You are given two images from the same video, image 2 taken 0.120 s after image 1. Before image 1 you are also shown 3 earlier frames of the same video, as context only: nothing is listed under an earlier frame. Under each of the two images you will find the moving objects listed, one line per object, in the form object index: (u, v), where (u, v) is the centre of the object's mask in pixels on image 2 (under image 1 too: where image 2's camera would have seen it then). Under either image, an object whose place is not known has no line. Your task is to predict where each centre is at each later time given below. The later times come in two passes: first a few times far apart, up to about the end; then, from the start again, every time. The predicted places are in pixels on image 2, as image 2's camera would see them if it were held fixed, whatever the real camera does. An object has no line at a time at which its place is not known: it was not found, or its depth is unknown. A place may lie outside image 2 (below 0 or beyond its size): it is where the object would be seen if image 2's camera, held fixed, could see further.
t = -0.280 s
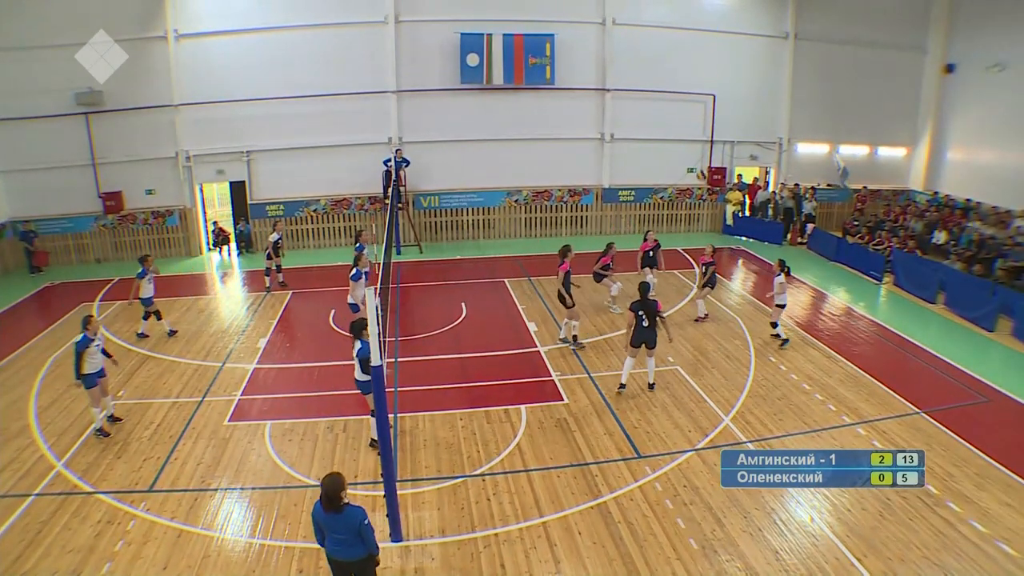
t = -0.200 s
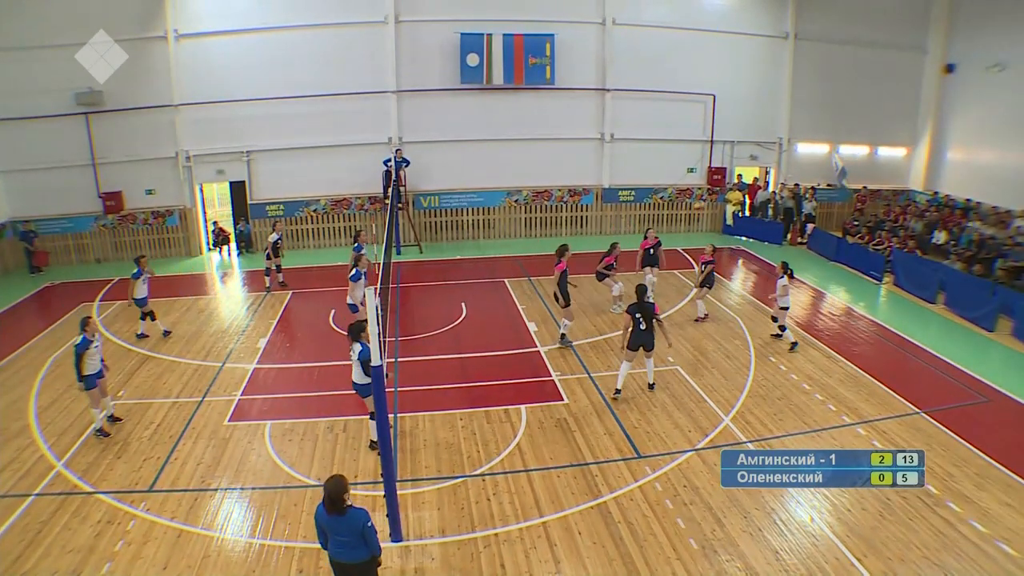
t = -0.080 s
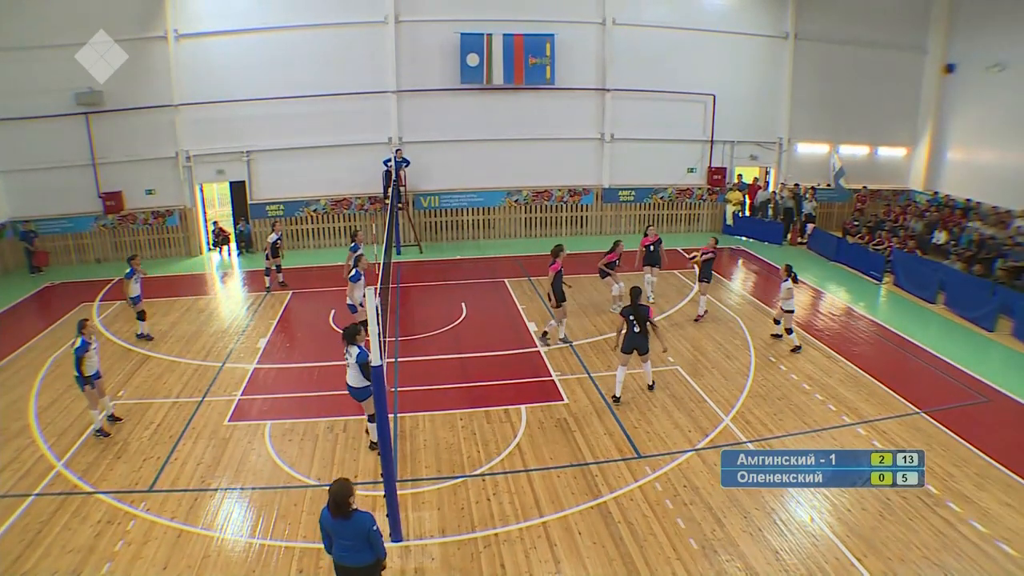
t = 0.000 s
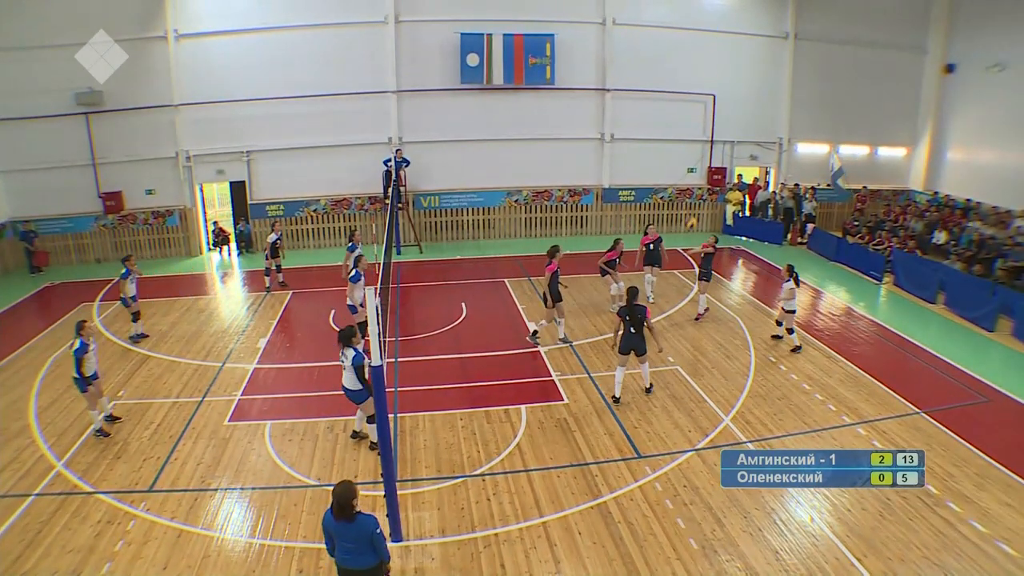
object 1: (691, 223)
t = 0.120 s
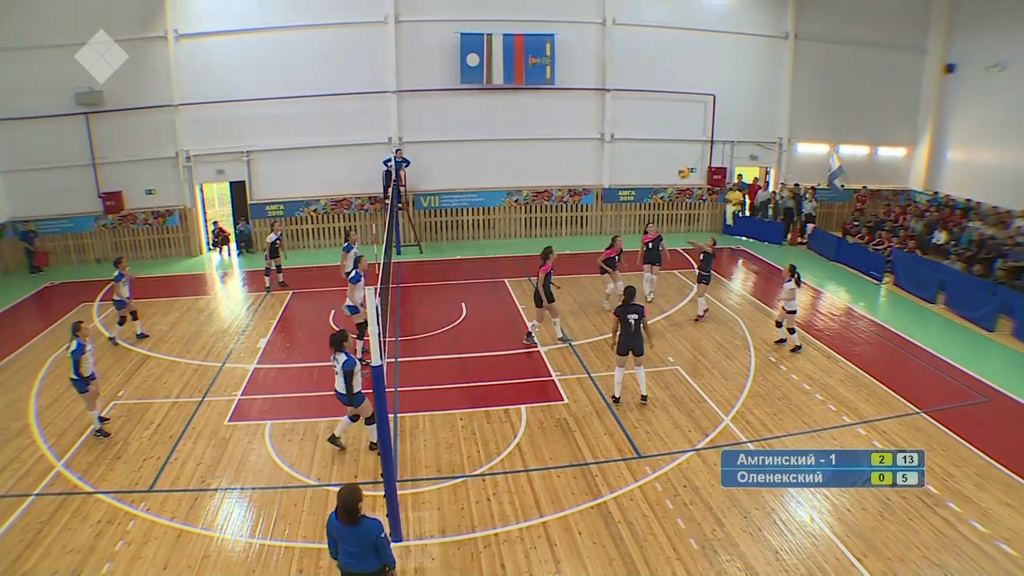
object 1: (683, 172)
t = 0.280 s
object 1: (673, 115)
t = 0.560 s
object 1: (650, 42)
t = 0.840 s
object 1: (624, 14)
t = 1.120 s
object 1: (595, 39)
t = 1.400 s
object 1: (569, 126)
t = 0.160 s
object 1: (681, 157)
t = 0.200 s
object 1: (678, 142)
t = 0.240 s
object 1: (676, 127)
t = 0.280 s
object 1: (673, 115)
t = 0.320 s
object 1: (670, 101)
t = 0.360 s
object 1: (667, 89)
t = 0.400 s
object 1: (664, 78)
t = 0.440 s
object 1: (661, 68)
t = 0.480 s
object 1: (657, 58)
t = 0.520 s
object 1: (654, 49)
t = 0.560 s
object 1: (650, 42)
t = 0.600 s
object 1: (647, 35)
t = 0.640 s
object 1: (643, 29)
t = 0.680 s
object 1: (640, 24)
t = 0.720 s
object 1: (635, 20)
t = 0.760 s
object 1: (632, 17)
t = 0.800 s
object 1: (628, 15)
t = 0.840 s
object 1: (624, 14)
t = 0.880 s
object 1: (619, 14)
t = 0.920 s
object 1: (615, 16)
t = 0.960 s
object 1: (611, 18)
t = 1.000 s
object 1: (608, 21)
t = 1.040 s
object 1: (604, 26)
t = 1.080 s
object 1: (599, 32)
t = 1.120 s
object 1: (595, 39)
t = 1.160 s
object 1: (591, 48)
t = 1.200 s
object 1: (587, 57)
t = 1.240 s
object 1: (583, 68)
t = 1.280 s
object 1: (579, 81)
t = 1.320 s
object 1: (576, 94)
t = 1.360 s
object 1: (572, 109)
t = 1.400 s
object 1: (569, 126)
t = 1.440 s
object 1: (565, 143)
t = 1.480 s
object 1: (561, 162)
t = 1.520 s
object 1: (558, 181)
